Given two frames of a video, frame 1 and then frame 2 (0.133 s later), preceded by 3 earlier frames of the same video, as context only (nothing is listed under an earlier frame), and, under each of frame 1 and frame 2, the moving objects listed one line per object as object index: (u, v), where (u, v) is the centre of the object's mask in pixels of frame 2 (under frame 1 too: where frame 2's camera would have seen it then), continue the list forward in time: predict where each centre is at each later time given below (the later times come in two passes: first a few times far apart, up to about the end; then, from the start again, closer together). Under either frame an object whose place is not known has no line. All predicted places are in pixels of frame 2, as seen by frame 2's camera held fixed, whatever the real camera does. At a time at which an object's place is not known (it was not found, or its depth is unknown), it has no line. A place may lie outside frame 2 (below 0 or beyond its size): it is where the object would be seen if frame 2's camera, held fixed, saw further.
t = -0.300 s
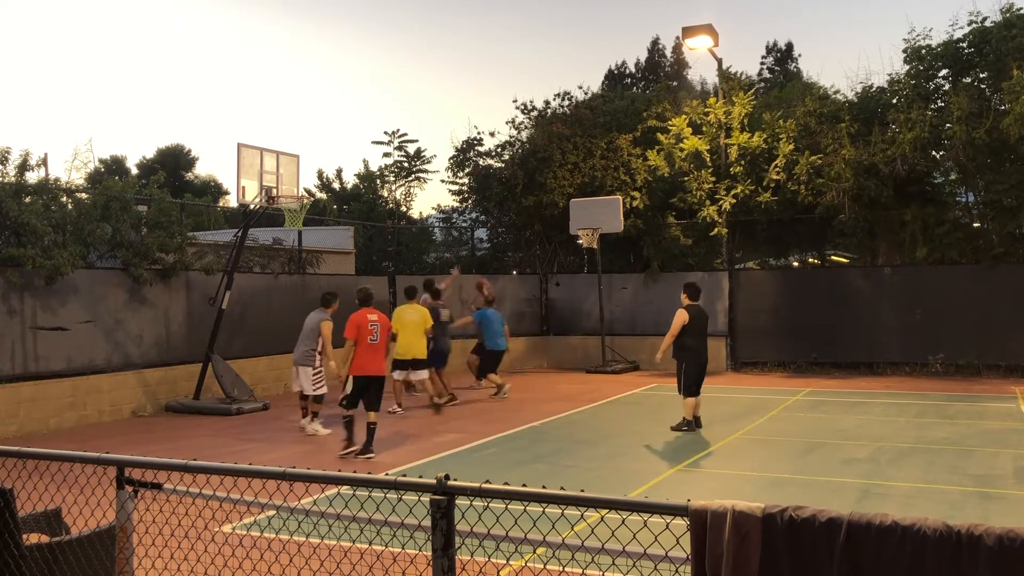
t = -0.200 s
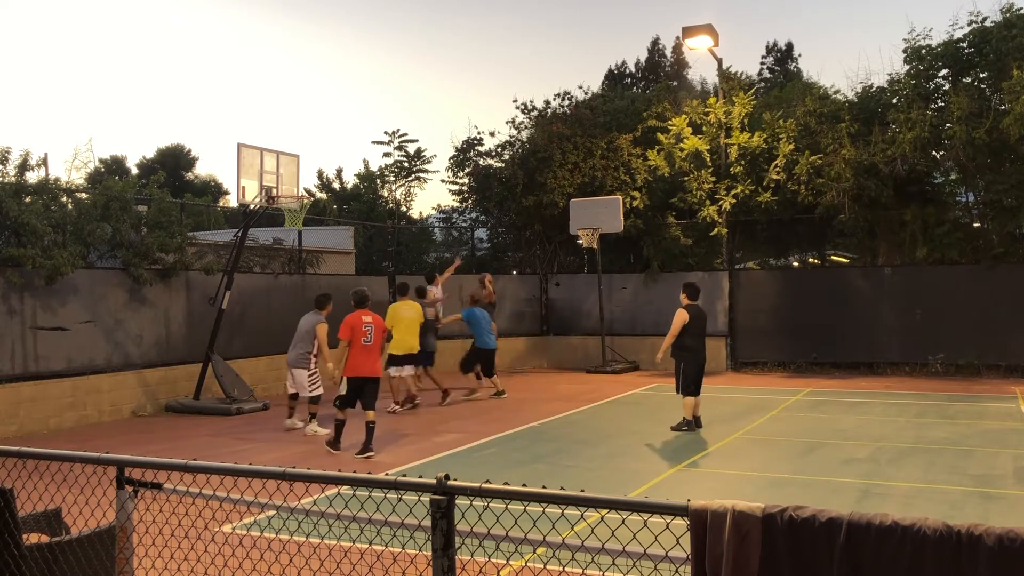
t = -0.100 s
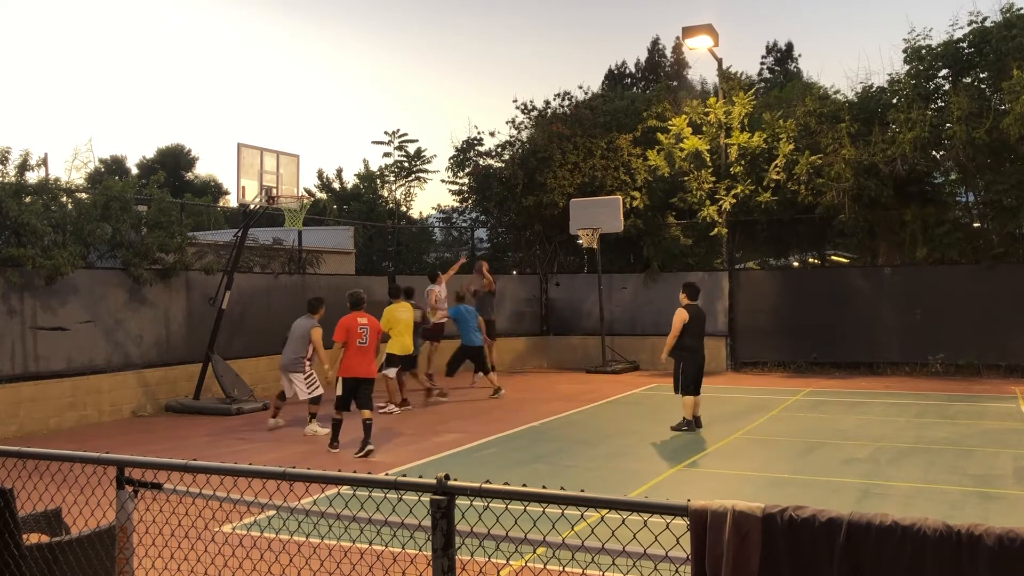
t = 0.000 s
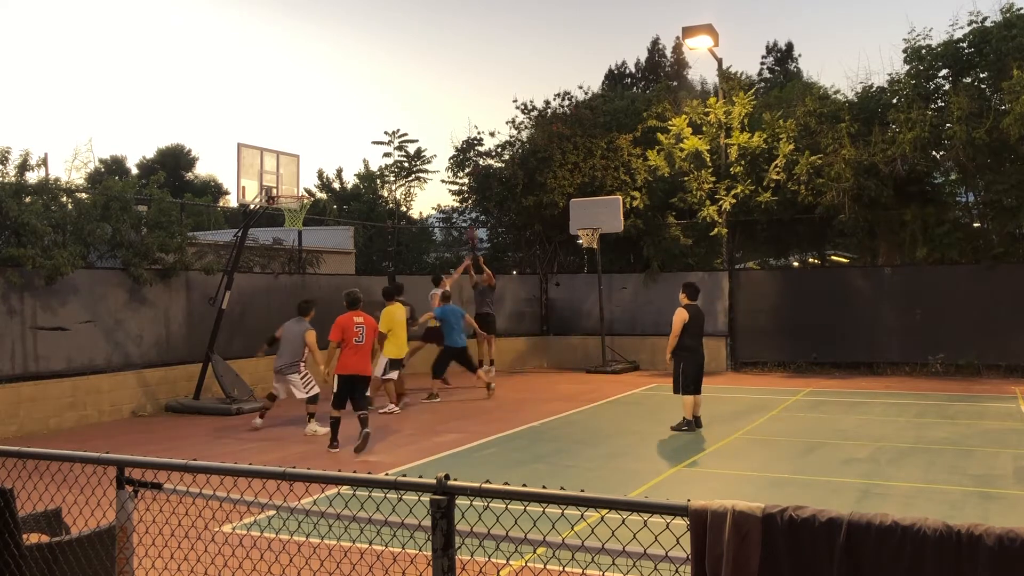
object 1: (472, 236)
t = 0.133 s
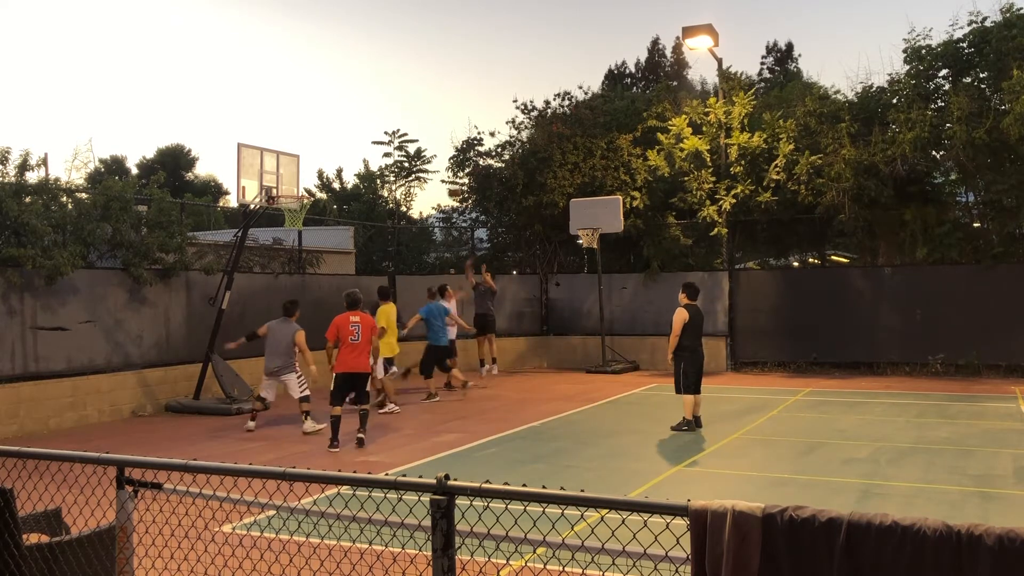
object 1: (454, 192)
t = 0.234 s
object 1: (440, 165)
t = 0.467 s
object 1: (409, 122)
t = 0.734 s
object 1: (372, 110)
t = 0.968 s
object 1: (337, 137)
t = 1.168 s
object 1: (306, 190)
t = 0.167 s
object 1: (449, 183)
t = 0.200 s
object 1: (445, 175)
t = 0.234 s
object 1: (440, 165)
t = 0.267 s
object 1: (437, 157)
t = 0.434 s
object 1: (414, 127)
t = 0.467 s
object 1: (409, 122)
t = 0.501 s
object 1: (405, 118)
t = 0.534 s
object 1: (400, 115)
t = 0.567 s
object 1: (395, 113)
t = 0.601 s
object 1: (391, 111)
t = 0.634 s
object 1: (386, 110)
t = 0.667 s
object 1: (381, 109)
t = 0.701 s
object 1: (377, 109)
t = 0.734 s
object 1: (372, 110)
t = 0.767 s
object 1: (367, 112)
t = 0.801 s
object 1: (362, 114)
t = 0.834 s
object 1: (357, 117)
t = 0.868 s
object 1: (352, 121)
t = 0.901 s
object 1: (347, 126)
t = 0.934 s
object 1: (342, 131)
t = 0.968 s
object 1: (337, 137)
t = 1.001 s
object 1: (332, 145)
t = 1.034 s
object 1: (327, 152)
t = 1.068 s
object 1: (322, 160)
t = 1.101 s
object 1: (316, 170)
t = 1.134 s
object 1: (311, 180)
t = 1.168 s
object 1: (306, 190)
